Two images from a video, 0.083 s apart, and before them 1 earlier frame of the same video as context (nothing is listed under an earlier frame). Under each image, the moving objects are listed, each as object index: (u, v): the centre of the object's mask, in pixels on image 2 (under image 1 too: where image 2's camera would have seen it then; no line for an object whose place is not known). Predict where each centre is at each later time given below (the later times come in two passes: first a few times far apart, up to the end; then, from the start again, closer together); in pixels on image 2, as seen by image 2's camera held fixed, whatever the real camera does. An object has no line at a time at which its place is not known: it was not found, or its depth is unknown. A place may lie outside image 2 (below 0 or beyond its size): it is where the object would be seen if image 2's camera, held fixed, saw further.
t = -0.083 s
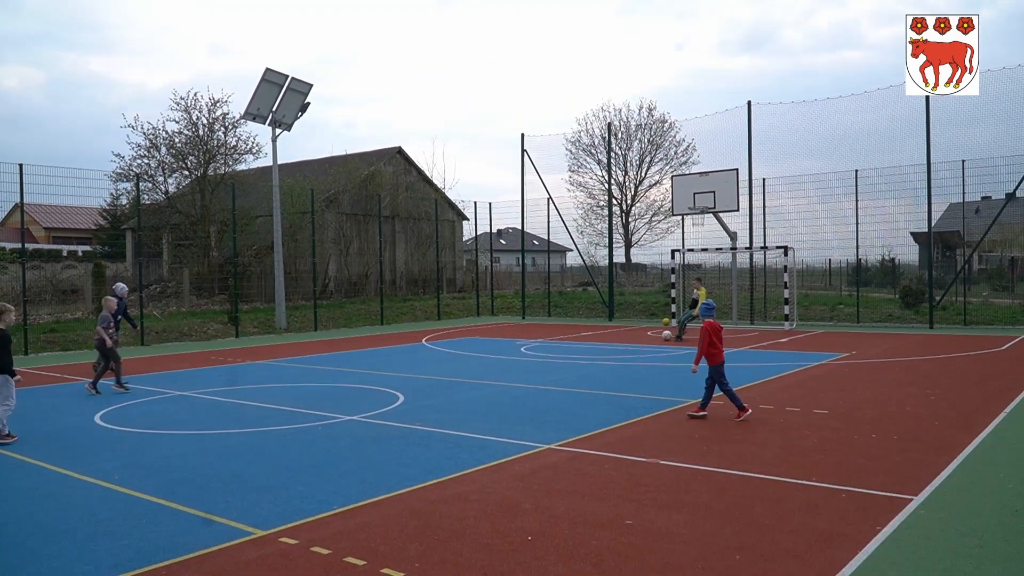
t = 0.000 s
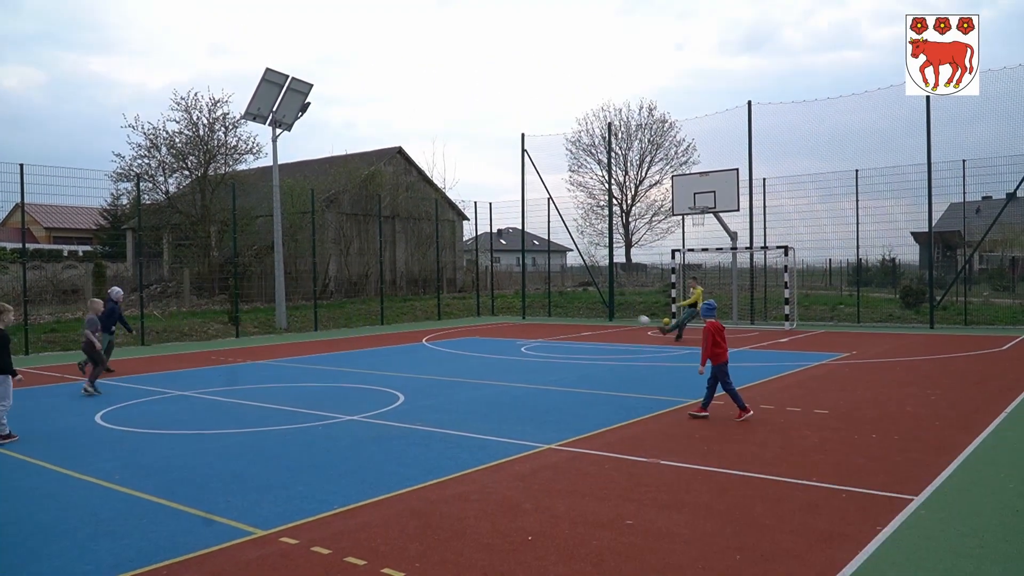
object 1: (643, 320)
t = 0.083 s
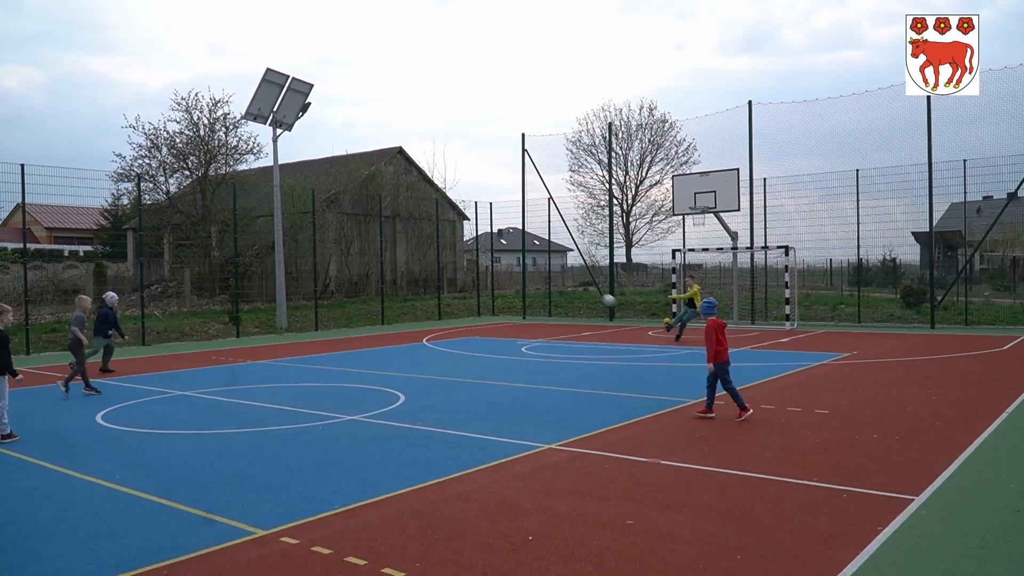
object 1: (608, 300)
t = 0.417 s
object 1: (404, 215)
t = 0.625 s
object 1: (215, 172)
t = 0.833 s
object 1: (-119, 142)
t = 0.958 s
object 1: (-402, 137)
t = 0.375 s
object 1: (434, 225)
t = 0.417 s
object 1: (404, 215)
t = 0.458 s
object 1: (371, 206)
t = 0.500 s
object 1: (336, 197)
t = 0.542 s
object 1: (299, 188)
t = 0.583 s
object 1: (258, 180)
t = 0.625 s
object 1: (215, 172)
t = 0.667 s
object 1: (168, 165)
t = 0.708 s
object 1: (114, 158)
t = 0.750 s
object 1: (55, 152)
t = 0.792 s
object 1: (-9, 148)
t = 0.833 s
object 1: (-119, 142)
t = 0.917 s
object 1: (-297, 136)
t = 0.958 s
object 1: (-402, 137)
